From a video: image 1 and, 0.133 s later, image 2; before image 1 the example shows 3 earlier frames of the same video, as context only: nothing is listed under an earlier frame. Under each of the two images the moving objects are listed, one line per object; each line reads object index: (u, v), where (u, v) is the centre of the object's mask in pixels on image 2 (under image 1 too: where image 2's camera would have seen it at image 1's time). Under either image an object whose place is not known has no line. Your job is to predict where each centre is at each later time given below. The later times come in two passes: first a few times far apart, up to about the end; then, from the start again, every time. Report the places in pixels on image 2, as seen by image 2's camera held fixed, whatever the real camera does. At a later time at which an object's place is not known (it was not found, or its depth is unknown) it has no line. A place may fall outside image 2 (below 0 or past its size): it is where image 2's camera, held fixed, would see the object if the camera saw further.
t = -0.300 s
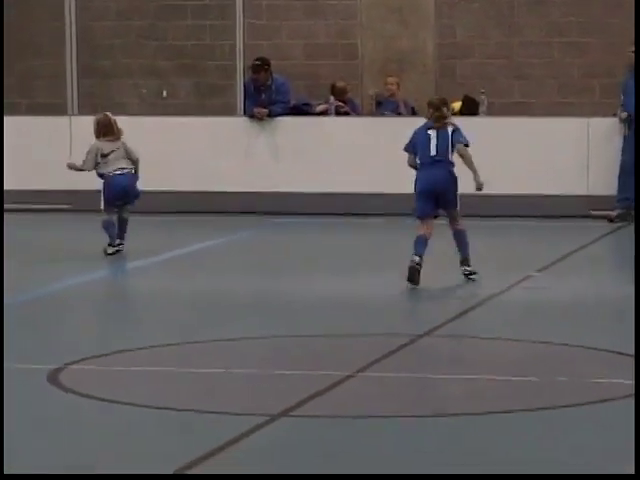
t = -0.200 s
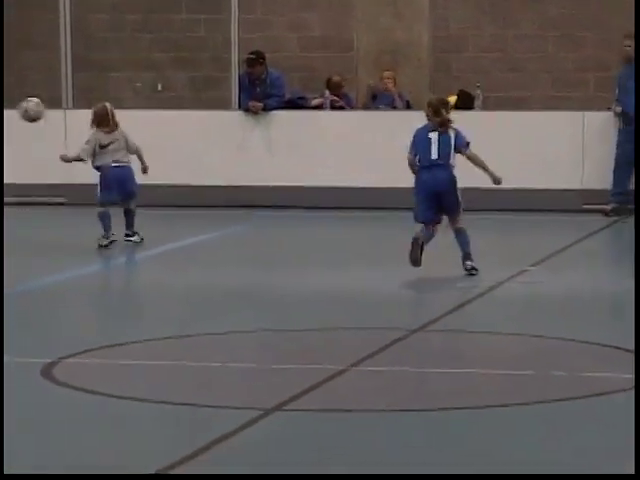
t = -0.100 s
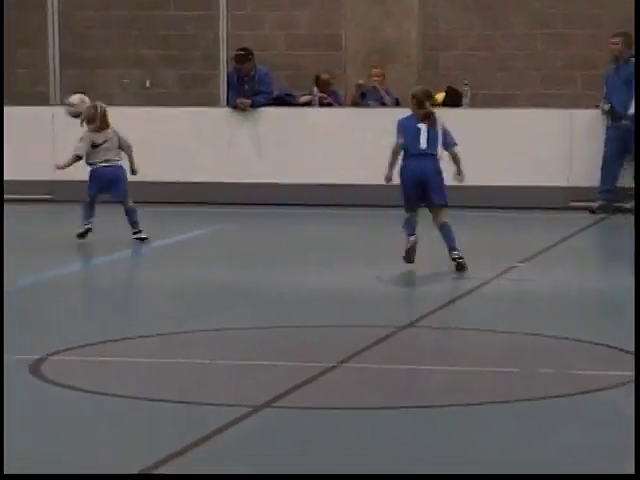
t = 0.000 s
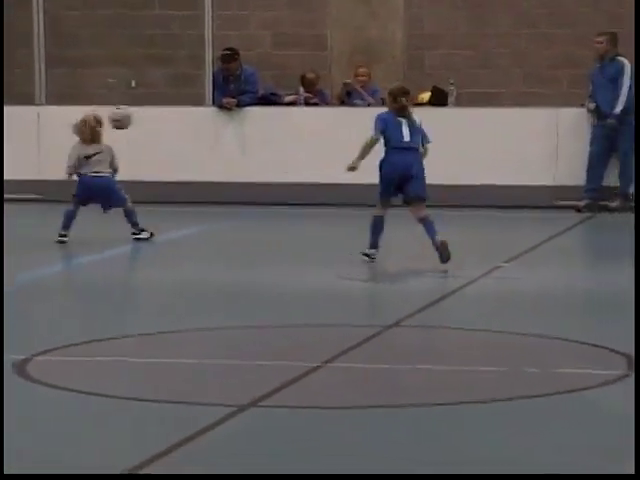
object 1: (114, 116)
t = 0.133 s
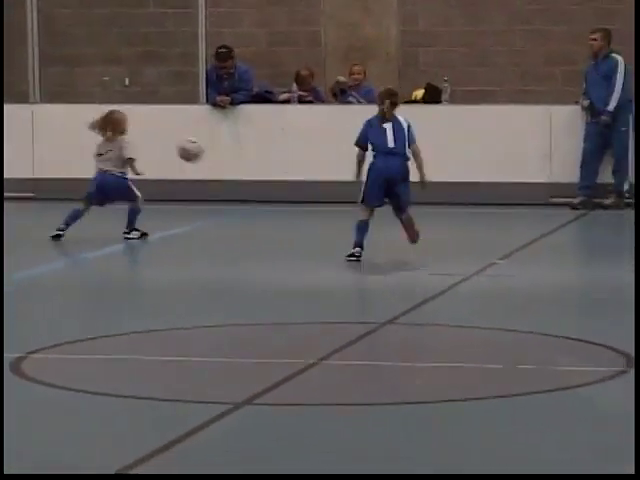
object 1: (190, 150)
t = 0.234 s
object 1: (247, 186)
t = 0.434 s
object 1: (316, 187)
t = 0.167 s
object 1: (208, 164)
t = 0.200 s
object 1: (226, 174)
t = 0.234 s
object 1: (247, 186)
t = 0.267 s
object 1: (264, 203)
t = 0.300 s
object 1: (281, 220)
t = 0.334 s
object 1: (291, 210)
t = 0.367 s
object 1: (300, 200)
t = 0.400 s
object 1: (307, 192)
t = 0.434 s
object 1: (316, 187)
